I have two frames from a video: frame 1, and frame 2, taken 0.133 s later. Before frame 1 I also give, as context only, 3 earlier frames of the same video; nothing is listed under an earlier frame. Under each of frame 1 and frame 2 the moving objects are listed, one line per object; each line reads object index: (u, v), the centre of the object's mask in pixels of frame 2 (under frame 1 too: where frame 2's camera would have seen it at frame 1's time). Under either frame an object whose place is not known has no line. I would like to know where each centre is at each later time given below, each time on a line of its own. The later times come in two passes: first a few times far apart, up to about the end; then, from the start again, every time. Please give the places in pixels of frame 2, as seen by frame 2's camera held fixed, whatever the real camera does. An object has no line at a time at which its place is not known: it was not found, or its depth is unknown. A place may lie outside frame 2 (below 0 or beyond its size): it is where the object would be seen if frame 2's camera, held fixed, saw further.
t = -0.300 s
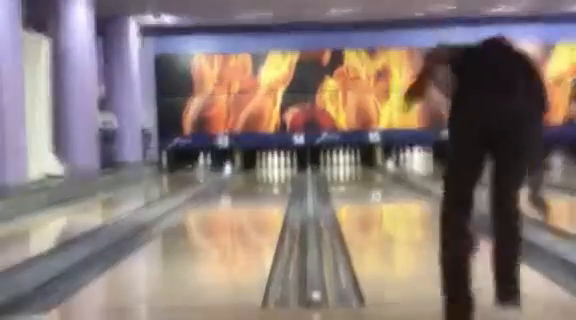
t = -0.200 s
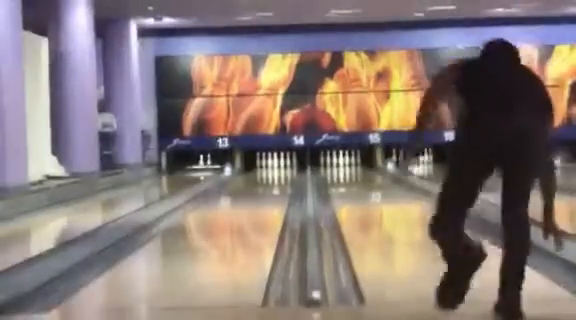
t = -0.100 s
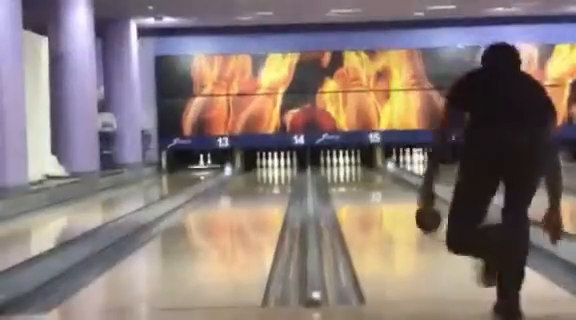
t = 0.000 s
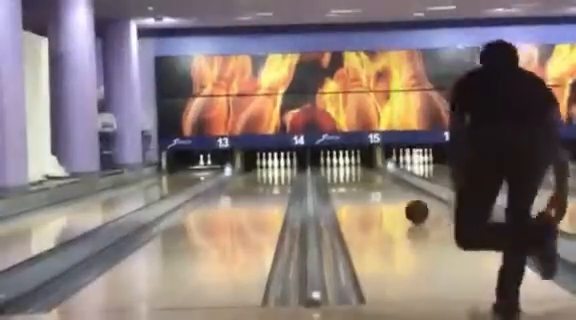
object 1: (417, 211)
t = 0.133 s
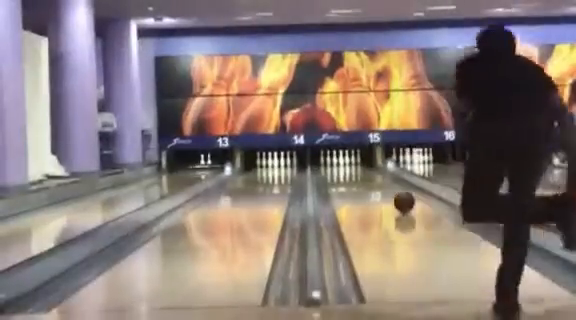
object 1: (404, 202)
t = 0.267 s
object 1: (393, 197)
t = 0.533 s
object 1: (379, 185)
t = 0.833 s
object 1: (366, 178)
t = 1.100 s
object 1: (362, 173)
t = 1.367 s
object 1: (350, 168)
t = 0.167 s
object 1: (401, 200)
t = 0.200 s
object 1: (398, 198)
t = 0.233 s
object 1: (396, 197)
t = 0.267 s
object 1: (393, 197)
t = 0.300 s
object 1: (391, 195)
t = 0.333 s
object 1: (389, 192)
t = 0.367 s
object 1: (387, 190)
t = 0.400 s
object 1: (385, 190)
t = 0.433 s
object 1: (383, 188)
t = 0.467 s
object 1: (382, 187)
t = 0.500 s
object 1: (380, 186)
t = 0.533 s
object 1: (379, 185)
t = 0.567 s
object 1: (377, 184)
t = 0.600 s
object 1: (375, 183)
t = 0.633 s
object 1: (373, 182)
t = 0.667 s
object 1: (372, 182)
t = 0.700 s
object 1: (370, 180)
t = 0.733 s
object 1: (369, 179)
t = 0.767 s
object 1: (368, 179)
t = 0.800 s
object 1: (367, 178)
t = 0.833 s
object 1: (366, 178)
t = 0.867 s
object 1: (366, 177)
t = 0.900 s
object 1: (364, 177)
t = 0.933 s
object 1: (365, 176)
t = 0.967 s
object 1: (364, 175)
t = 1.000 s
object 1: (364, 175)
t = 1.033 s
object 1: (363, 175)
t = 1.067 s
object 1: (362, 174)
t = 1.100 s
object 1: (362, 173)
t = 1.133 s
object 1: (361, 173)
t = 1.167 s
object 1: (361, 173)
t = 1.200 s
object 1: (361, 173)
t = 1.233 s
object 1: (354, 171)
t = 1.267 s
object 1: (353, 171)
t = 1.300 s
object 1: (352, 169)
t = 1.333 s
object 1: (351, 169)
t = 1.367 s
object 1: (350, 168)
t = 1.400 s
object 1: (348, 167)
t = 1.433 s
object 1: (347, 167)
